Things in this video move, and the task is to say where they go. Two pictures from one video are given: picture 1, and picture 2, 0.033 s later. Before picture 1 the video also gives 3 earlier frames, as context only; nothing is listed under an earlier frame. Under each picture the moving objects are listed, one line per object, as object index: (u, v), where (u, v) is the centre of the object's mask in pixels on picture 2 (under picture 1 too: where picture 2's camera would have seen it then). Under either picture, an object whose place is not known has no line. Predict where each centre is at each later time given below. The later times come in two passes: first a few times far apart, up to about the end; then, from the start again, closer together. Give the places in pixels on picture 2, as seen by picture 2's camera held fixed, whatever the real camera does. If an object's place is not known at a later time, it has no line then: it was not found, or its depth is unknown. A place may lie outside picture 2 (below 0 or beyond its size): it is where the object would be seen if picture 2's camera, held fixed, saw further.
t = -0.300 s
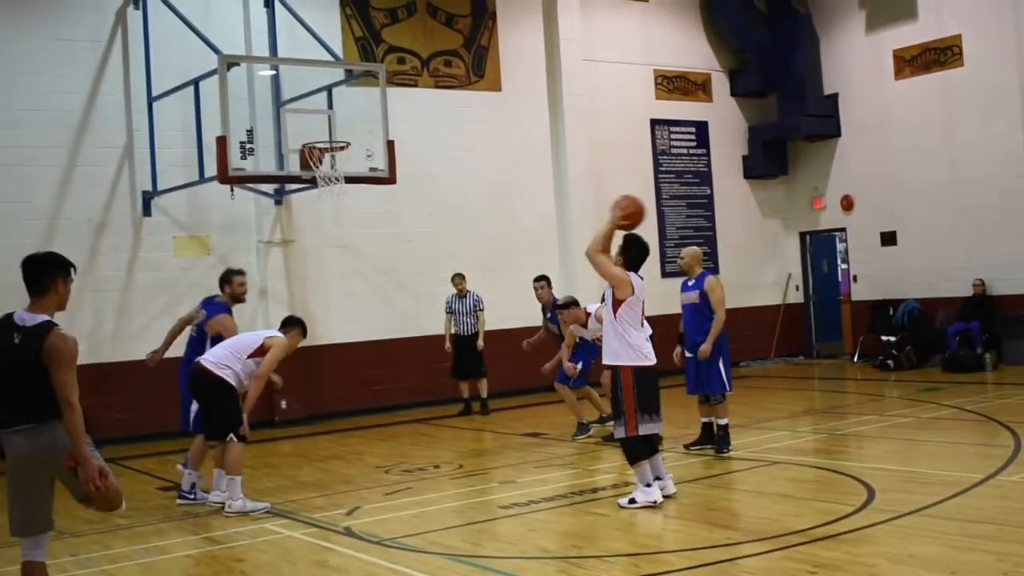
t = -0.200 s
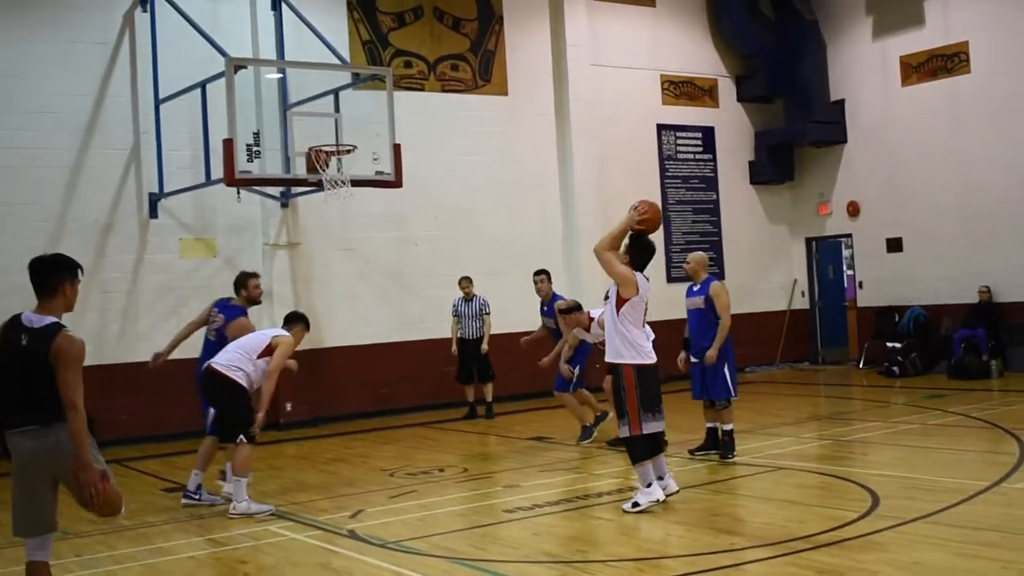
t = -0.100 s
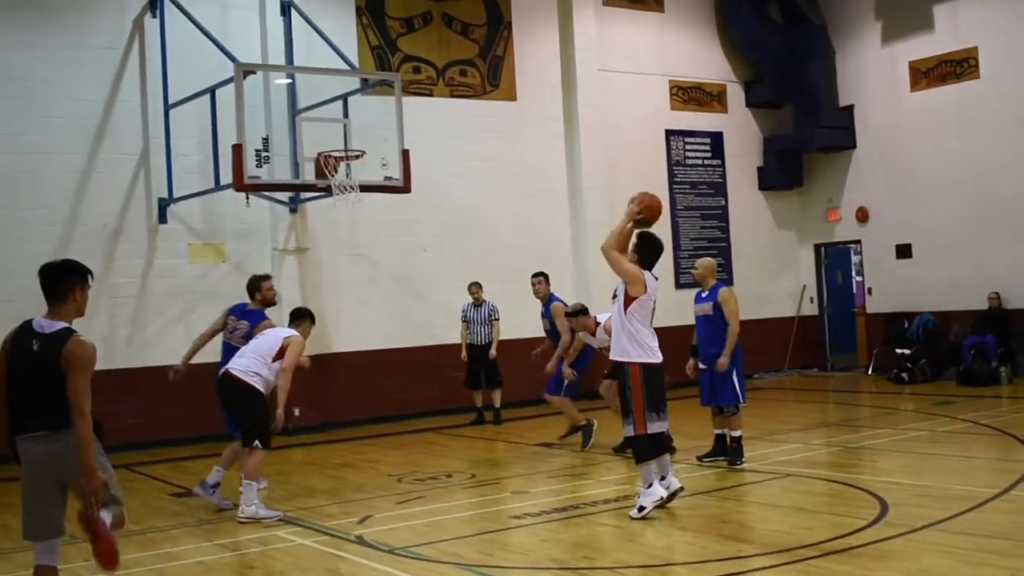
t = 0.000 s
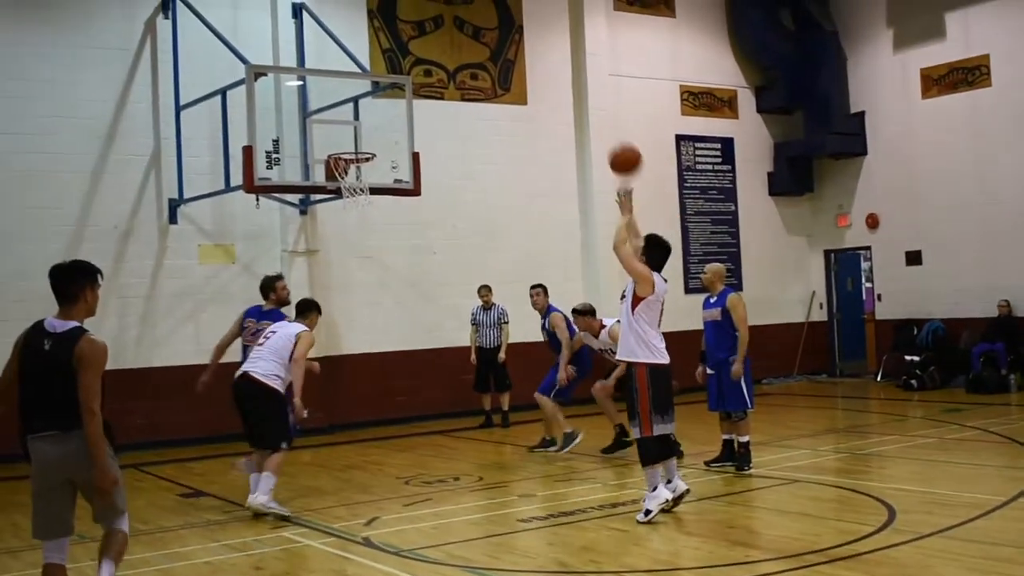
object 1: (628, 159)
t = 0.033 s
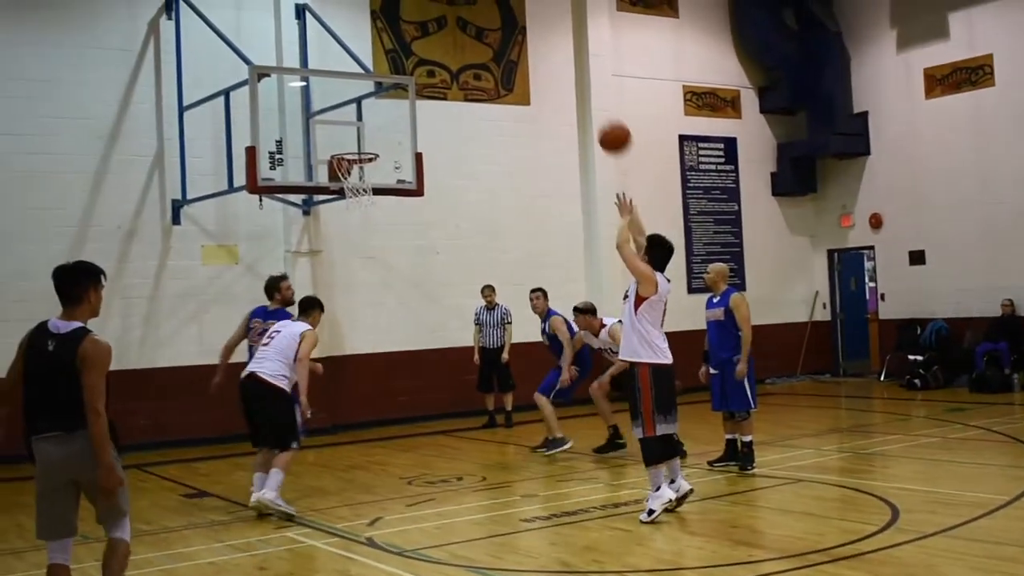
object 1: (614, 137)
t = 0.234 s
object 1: (542, 43)
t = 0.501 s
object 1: (467, 7)
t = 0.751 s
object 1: (411, 45)
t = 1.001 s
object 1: (371, 139)
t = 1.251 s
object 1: (367, 101)
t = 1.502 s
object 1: (383, 99)
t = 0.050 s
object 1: (608, 126)
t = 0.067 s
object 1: (601, 117)
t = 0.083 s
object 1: (595, 107)
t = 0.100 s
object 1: (588, 99)
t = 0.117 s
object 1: (583, 90)
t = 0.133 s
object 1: (576, 82)
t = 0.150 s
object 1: (570, 75)
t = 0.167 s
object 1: (564, 68)
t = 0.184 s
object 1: (558, 60)
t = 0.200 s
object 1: (552, 54)
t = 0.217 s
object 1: (547, 49)
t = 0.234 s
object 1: (542, 43)
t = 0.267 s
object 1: (532, 33)
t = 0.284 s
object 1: (527, 29)
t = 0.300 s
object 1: (521, 25)
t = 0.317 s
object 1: (516, 21)
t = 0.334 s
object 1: (512, 19)
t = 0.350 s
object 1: (508, 16)
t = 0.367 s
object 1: (504, 13)
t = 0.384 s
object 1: (498, 10)
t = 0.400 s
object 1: (493, 10)
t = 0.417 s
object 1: (489, 7)
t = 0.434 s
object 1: (485, 7)
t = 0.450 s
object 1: (481, 5)
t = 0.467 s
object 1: (475, 6)
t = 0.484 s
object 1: (472, 6)
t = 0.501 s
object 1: (467, 7)
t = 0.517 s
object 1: (464, 6)
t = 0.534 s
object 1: (460, 6)
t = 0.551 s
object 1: (455, 6)
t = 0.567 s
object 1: (450, 9)
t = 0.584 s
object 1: (447, 12)
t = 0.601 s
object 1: (445, 12)
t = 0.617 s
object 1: (438, 17)
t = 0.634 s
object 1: (437, 19)
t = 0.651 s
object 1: (433, 23)
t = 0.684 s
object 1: (425, 30)
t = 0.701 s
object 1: (422, 33)
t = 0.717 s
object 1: (418, 37)
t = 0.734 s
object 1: (415, 41)
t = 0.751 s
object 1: (411, 45)
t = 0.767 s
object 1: (409, 51)
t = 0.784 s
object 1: (407, 54)
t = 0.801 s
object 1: (404, 61)
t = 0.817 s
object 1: (400, 66)
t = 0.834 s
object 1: (396, 73)
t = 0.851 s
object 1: (394, 79)
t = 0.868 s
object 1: (391, 85)
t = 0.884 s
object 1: (389, 91)
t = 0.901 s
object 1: (386, 97)
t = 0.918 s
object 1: (384, 103)
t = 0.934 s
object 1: (381, 110)
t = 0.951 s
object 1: (378, 117)
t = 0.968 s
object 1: (376, 124)
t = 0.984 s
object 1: (373, 132)
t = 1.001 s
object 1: (371, 139)
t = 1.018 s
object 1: (369, 147)
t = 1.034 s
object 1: (367, 145)
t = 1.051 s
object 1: (366, 141)
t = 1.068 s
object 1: (365, 136)
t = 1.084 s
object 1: (363, 132)
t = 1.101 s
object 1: (362, 128)
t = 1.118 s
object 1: (361, 124)
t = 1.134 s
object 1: (360, 121)
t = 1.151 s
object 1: (361, 117)
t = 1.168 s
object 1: (362, 114)
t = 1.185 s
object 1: (363, 111)
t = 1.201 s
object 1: (364, 108)
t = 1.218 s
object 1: (365, 106)
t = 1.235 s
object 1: (366, 103)
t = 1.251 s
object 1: (367, 101)
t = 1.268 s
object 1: (367, 99)
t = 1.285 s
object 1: (368, 97)
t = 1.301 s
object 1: (369, 96)
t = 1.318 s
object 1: (371, 94)
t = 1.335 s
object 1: (372, 93)
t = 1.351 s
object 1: (372, 93)
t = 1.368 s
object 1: (373, 93)
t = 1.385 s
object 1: (374, 93)
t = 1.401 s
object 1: (376, 93)
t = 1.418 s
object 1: (377, 93)
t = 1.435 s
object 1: (378, 93)
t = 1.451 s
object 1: (379, 94)
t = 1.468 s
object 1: (380, 96)
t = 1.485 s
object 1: (382, 97)
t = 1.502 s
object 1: (383, 99)
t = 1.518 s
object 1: (384, 100)
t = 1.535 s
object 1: (385, 103)
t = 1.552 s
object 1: (387, 105)
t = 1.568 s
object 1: (389, 109)
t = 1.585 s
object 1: (390, 112)
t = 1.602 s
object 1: (391, 115)
